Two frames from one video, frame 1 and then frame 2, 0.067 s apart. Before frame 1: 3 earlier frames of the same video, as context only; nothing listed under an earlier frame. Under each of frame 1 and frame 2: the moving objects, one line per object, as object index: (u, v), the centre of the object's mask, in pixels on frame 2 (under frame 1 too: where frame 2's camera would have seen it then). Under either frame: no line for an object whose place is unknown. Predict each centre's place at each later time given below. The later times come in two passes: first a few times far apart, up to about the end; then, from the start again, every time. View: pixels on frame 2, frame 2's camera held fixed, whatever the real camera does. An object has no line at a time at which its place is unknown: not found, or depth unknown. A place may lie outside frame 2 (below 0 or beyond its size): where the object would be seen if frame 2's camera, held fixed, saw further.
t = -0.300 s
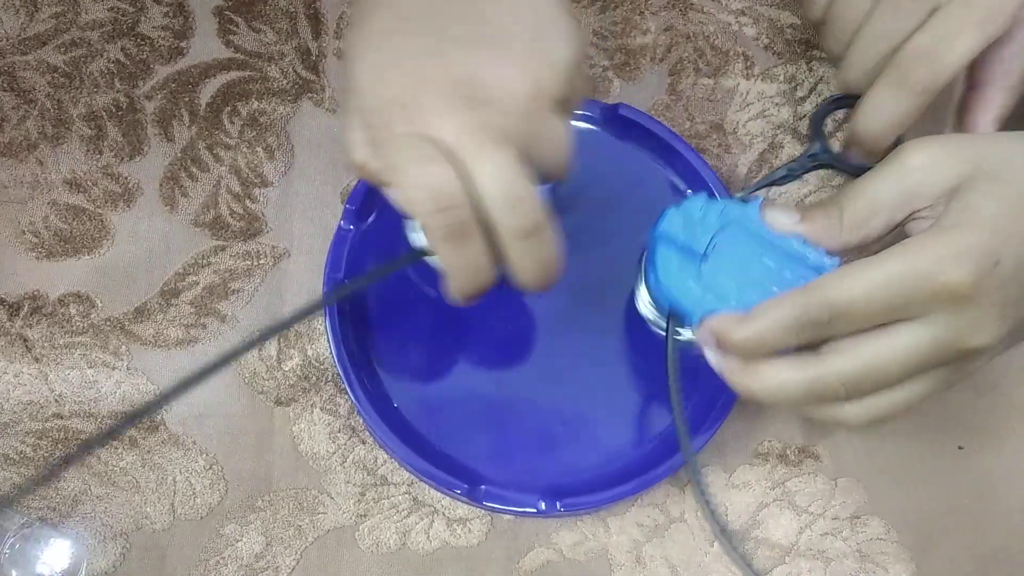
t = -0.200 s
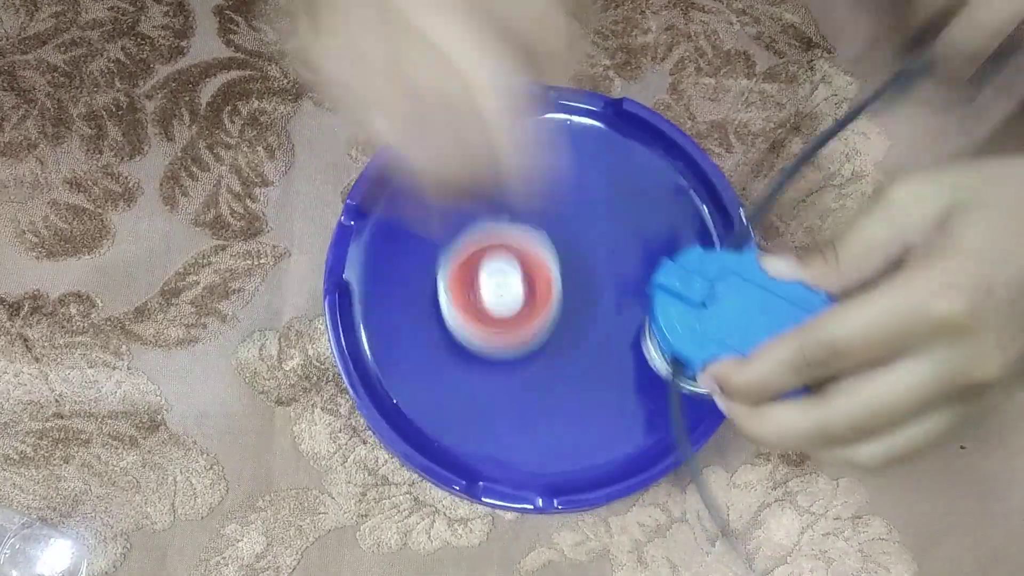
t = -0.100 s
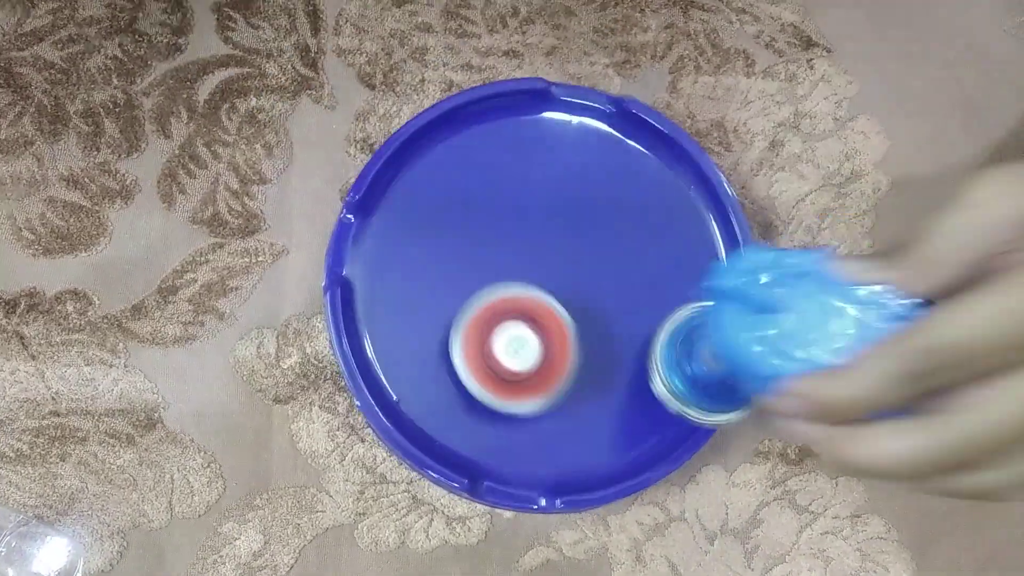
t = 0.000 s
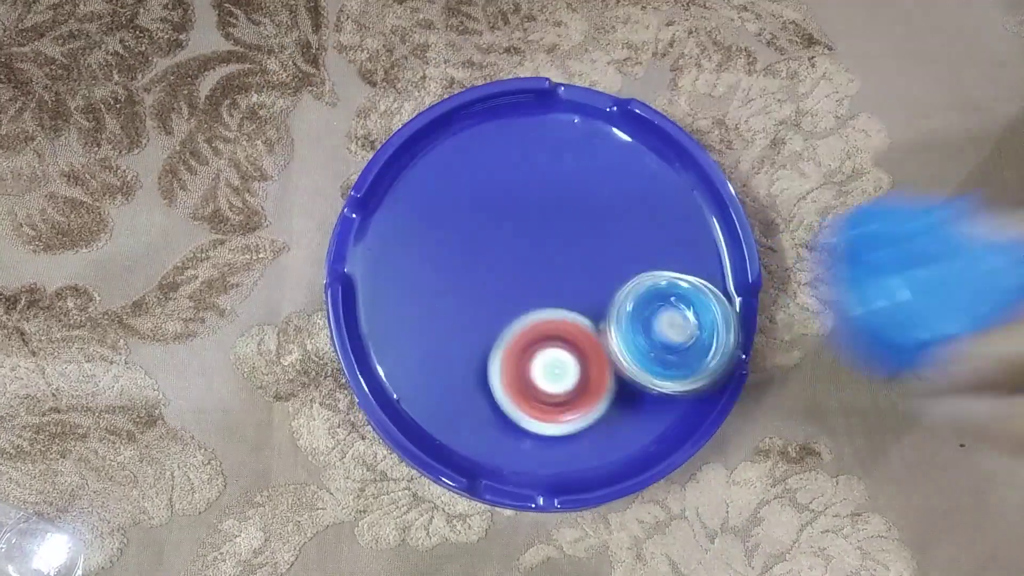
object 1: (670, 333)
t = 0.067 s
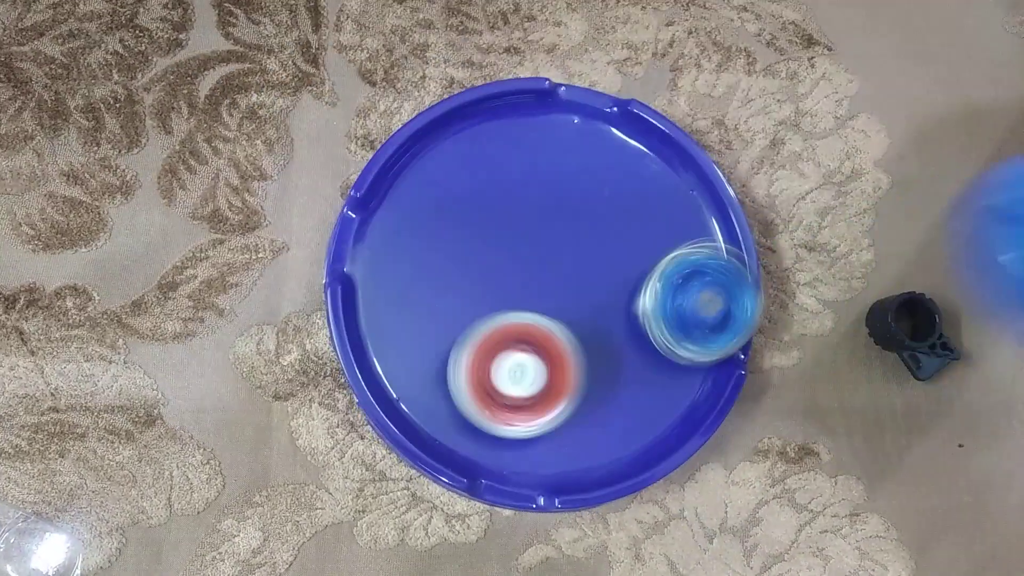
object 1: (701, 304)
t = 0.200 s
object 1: (724, 253)
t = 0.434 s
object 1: (624, 156)
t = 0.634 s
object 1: (536, 157)
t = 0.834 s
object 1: (464, 166)
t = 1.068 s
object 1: (424, 159)
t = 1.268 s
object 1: (450, 183)
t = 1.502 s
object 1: (470, 180)
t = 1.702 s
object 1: (482, 190)
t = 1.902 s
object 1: (481, 213)
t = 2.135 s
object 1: (474, 264)
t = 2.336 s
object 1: (430, 271)
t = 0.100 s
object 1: (715, 288)
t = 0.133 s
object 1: (723, 274)
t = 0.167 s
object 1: (725, 263)
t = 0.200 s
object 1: (724, 253)
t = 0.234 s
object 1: (720, 243)
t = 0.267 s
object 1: (715, 227)
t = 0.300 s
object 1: (704, 210)
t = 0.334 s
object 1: (690, 192)
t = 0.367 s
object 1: (673, 177)
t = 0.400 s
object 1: (650, 165)
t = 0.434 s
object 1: (624, 156)
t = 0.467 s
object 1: (601, 152)
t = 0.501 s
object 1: (583, 153)
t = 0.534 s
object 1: (568, 155)
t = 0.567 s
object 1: (557, 156)
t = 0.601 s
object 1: (546, 156)
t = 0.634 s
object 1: (536, 157)
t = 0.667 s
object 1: (525, 158)
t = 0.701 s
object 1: (515, 157)
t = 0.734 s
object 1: (501, 153)
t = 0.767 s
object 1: (484, 152)
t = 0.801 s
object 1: (473, 159)
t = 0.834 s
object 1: (464, 166)
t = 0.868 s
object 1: (458, 169)
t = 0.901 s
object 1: (453, 170)
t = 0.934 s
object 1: (448, 171)
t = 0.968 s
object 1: (445, 171)
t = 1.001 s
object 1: (442, 170)
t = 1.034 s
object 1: (437, 167)
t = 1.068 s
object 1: (424, 159)
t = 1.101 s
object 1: (416, 155)
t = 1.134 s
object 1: (416, 157)
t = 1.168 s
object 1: (422, 163)
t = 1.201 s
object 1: (430, 169)
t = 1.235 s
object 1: (439, 176)
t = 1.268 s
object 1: (450, 183)
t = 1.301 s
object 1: (459, 189)
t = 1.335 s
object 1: (453, 182)
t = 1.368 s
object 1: (450, 176)
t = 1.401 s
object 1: (451, 174)
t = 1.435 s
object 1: (456, 174)
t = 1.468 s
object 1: (463, 176)
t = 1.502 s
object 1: (470, 180)
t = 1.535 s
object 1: (477, 183)
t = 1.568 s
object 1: (484, 188)
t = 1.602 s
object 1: (490, 193)
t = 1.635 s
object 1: (495, 197)
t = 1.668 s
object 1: (496, 199)
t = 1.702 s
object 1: (482, 190)
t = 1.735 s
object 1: (475, 186)
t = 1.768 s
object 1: (475, 186)
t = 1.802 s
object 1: (477, 191)
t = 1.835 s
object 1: (479, 198)
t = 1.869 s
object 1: (480, 206)
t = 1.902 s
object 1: (481, 213)
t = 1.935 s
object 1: (481, 220)
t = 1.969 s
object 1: (481, 229)
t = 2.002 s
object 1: (481, 237)
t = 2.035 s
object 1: (481, 245)
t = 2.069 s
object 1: (481, 253)
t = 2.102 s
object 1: (478, 259)
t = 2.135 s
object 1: (474, 264)
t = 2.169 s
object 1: (468, 266)
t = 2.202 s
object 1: (461, 265)
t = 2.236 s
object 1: (453, 263)
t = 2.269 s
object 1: (448, 265)
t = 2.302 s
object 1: (443, 269)
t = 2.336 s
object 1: (430, 271)
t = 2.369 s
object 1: (420, 275)
